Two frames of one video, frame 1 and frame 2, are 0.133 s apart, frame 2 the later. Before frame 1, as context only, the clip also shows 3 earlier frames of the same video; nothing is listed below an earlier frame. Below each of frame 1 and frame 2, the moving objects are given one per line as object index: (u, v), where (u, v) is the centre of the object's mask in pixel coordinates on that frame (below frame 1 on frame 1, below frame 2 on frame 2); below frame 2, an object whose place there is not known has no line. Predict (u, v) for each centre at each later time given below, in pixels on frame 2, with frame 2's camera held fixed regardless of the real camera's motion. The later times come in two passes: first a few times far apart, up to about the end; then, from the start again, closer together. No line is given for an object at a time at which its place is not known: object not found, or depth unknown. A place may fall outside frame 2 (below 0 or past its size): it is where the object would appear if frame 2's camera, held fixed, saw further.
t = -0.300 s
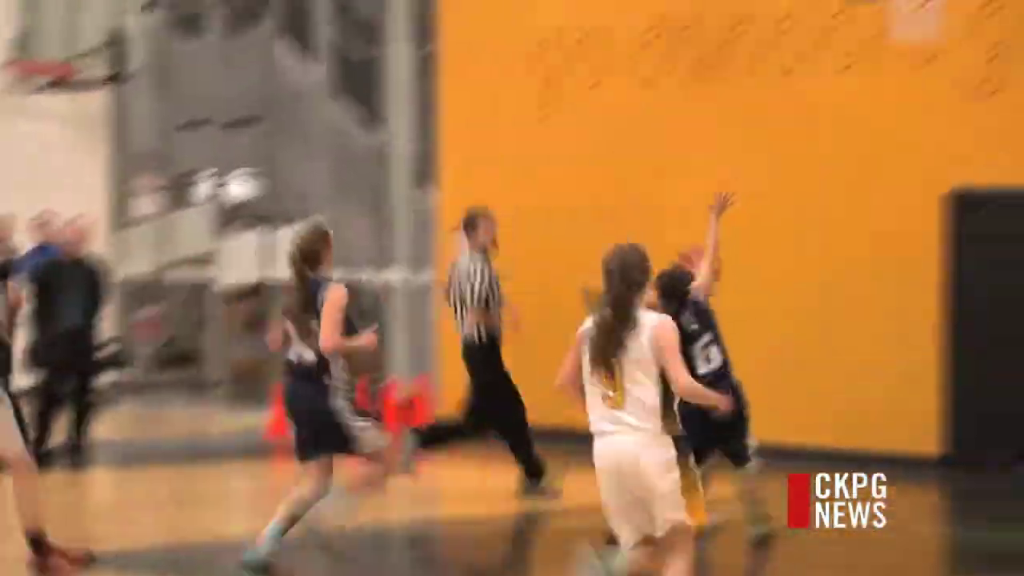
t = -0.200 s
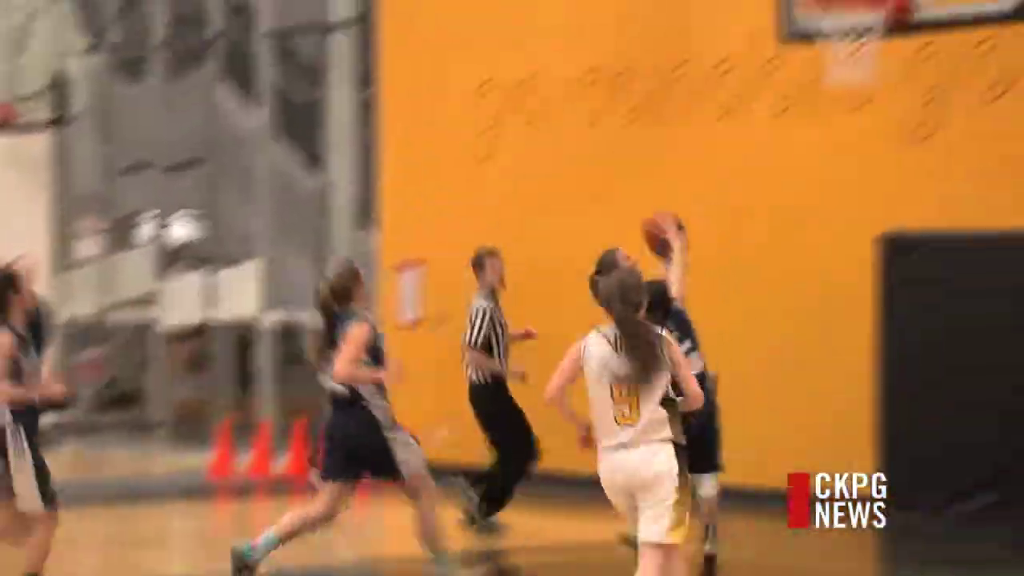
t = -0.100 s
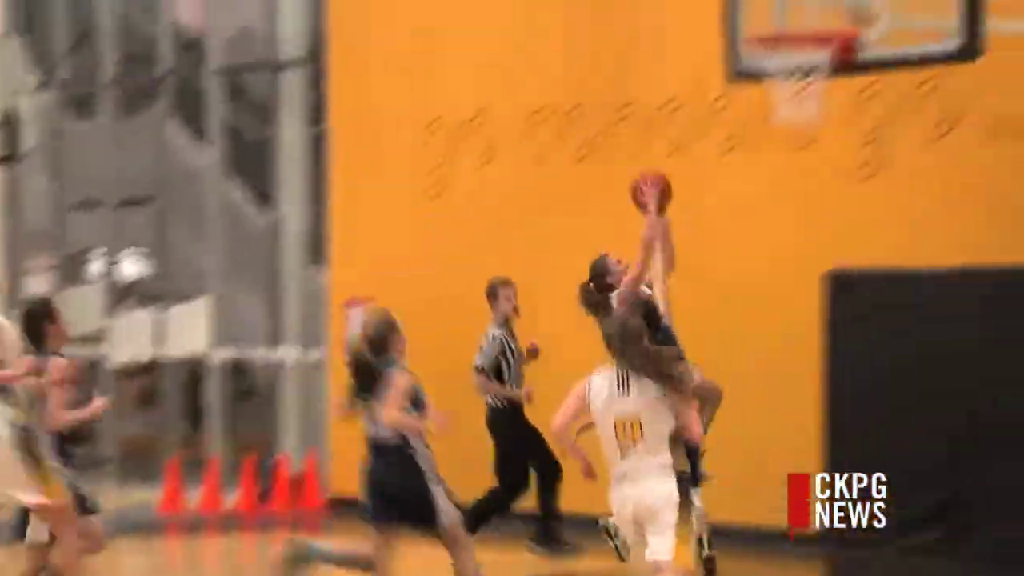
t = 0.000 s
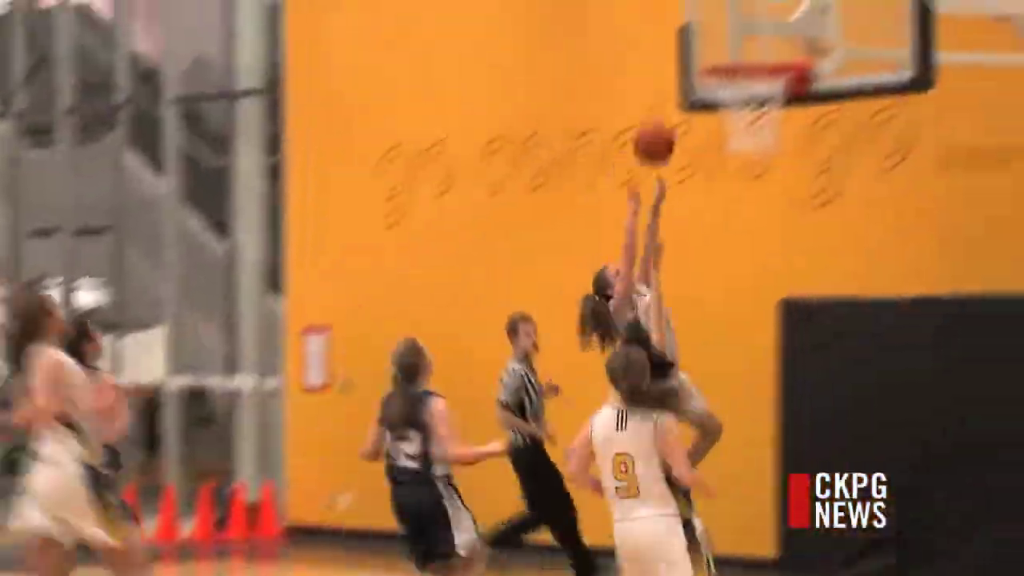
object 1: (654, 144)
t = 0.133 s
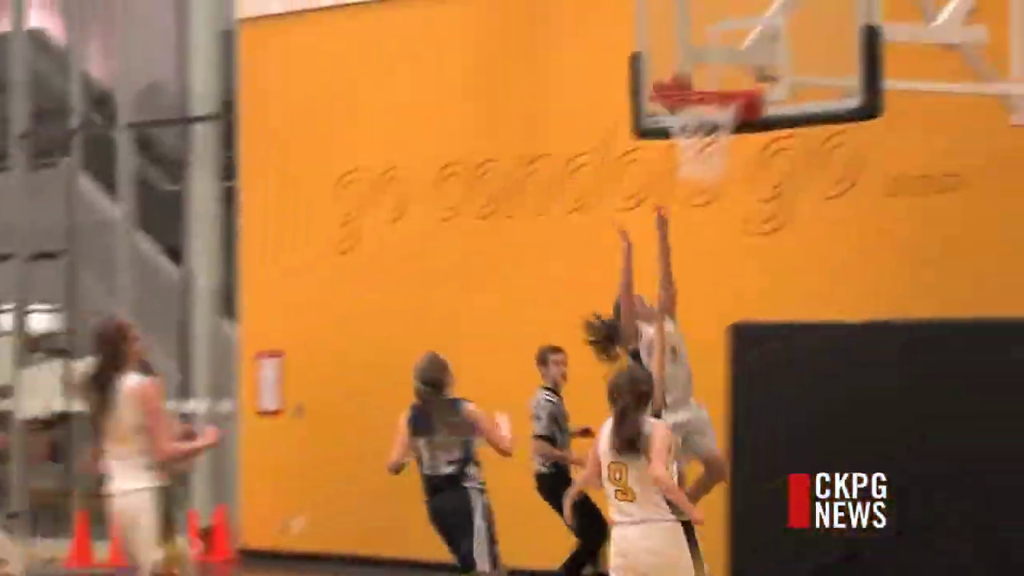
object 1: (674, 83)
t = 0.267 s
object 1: (695, 58)
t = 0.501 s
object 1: (690, 78)
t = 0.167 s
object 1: (689, 76)
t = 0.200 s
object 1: (696, 67)
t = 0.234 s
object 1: (695, 61)
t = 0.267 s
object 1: (695, 58)
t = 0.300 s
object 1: (694, 56)
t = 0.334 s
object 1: (693, 55)
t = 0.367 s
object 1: (693, 57)
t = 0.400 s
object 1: (692, 61)
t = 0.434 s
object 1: (692, 67)
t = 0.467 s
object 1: (691, 74)
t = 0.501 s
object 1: (690, 78)
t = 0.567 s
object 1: (691, 79)
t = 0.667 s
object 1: (693, 95)
